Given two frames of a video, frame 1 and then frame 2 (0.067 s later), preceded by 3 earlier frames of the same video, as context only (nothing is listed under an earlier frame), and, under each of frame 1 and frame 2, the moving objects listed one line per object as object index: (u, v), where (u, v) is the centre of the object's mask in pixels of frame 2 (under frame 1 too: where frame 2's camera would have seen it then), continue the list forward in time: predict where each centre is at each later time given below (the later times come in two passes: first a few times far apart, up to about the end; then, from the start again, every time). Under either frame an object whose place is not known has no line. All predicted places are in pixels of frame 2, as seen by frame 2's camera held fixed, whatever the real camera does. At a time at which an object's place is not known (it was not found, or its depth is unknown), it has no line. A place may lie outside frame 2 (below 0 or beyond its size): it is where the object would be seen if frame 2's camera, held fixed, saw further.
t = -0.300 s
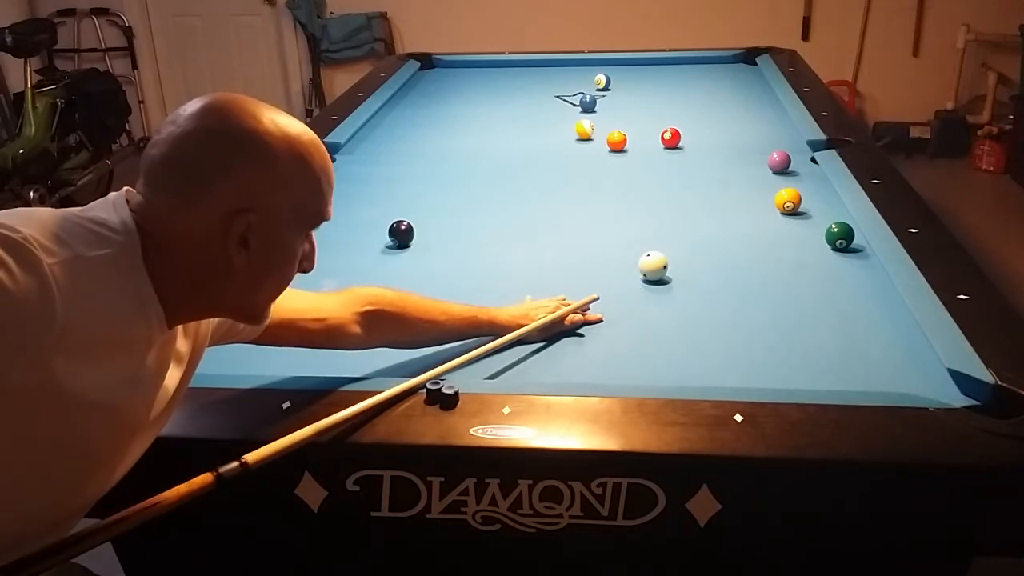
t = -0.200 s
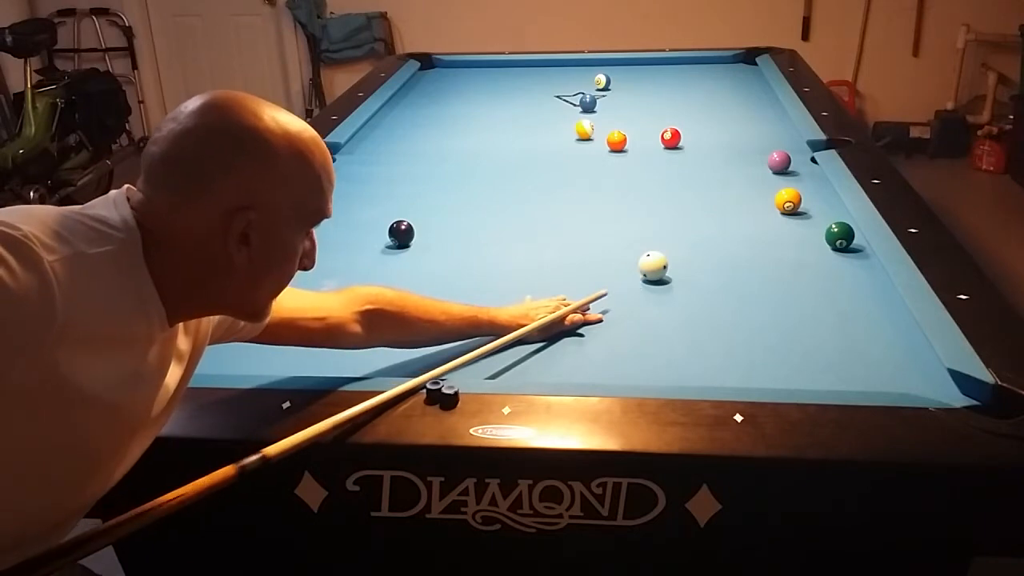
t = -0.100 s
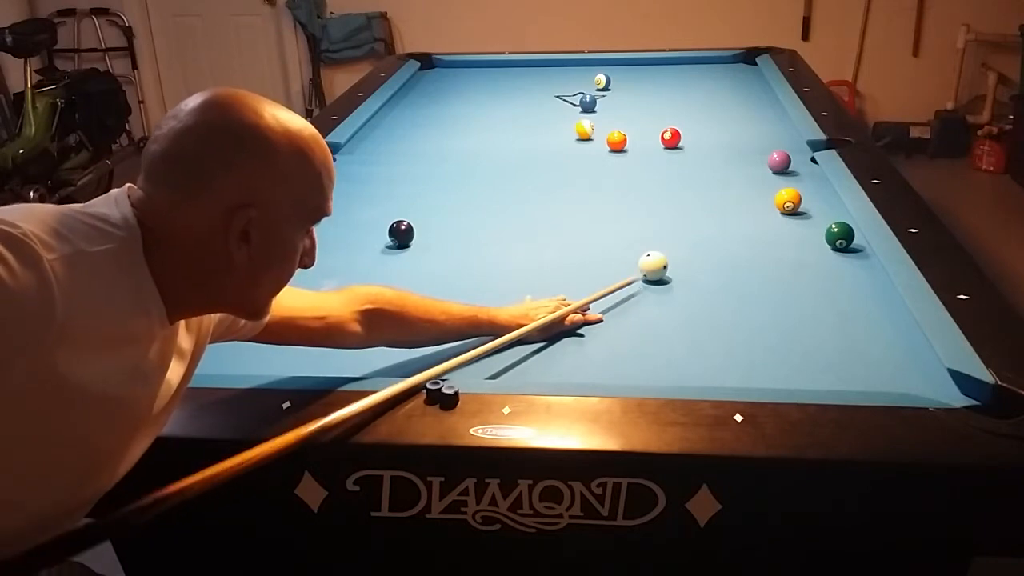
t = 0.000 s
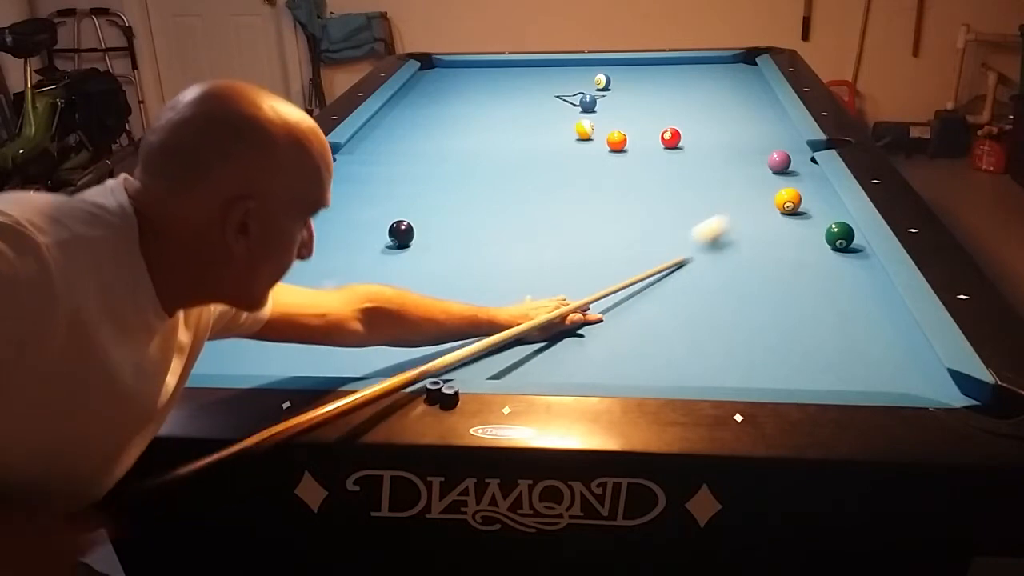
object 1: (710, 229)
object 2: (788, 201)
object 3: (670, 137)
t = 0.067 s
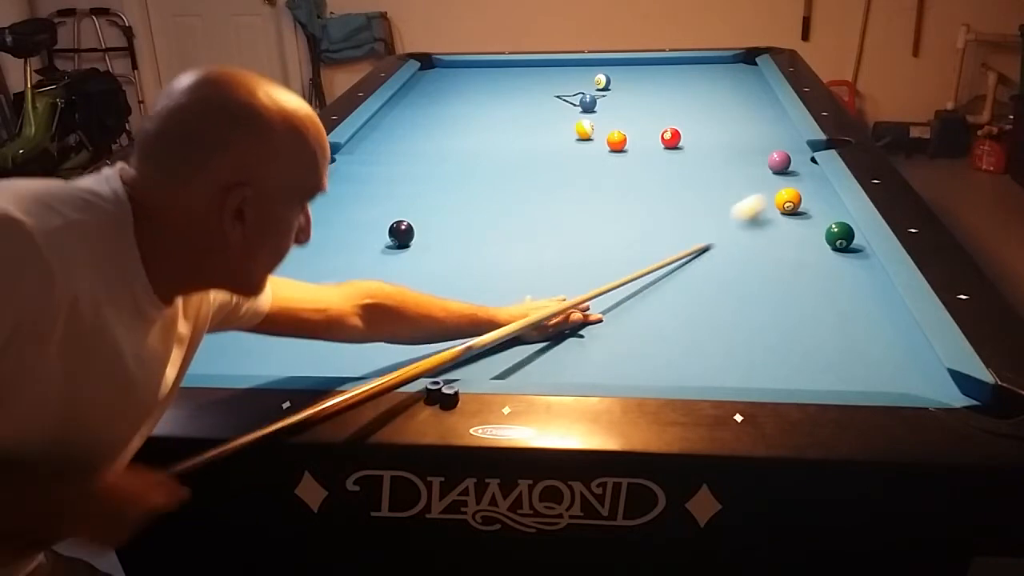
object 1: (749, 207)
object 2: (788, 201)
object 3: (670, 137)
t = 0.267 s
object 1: (731, 174)
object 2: (773, 191)
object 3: (670, 137)
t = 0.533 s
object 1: (699, 144)
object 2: (665, 182)
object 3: (670, 137)
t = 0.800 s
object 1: (687, 121)
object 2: (571, 175)
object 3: (658, 137)
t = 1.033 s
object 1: (683, 104)
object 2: (495, 168)
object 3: (646, 137)
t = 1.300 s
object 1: (678, 87)
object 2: (417, 161)
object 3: (634, 136)
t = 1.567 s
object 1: (674, 73)
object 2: (344, 154)
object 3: (628, 134)
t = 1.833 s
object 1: (670, 61)
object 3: (624, 132)
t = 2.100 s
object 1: (678, 65)
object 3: (621, 130)
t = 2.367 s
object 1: (688, 72)
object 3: (619, 130)
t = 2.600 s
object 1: (697, 79)
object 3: (619, 130)
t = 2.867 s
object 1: (708, 86)
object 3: (619, 130)
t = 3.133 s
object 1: (719, 94)
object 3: (619, 130)
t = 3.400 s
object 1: (730, 102)
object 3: (619, 130)
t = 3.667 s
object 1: (741, 109)
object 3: (619, 130)
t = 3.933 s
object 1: (752, 117)
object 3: (619, 130)
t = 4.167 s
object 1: (763, 124)
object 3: (619, 130)
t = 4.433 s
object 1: (775, 132)
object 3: (619, 130)
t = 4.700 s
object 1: (787, 139)
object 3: (619, 130)
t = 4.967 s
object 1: (798, 147)
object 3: (619, 130)
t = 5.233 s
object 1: (806, 153)
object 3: (619, 130)
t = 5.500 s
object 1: (798, 150)
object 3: (619, 130)
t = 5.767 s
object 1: (791, 146)
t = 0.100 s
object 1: (759, 200)
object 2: (793, 197)
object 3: (670, 137)
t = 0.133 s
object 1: (753, 193)
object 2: (815, 196)
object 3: (670, 137)
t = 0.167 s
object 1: (747, 187)
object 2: (817, 195)
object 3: (670, 137)
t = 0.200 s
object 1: (741, 182)
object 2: (801, 193)
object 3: (670, 137)
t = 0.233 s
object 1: (736, 178)
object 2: (787, 192)
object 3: (670, 137)
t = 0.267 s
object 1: (731, 174)
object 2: (773, 191)
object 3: (670, 137)
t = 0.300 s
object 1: (726, 170)
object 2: (758, 190)
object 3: (670, 137)
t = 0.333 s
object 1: (722, 166)
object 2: (745, 189)
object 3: (670, 137)
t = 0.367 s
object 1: (718, 162)
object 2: (731, 188)
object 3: (670, 137)
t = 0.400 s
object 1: (714, 158)
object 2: (717, 187)
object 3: (670, 137)
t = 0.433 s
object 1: (710, 155)
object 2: (704, 186)
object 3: (670, 137)
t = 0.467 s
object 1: (706, 152)
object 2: (691, 185)
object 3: (670, 137)
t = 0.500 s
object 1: (702, 148)
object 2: (678, 184)
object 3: (670, 137)
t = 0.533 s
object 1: (699, 144)
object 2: (665, 182)
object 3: (670, 137)
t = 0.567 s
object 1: (695, 141)
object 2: (654, 181)
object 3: (670, 137)
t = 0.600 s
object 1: (693, 138)
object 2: (641, 181)
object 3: (670, 137)
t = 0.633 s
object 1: (691, 135)
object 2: (629, 179)
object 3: (668, 137)
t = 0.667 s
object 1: (690, 132)
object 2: (617, 178)
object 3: (666, 137)
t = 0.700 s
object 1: (689, 129)
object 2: (606, 178)
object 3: (664, 137)
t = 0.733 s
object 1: (688, 126)
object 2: (594, 177)
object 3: (662, 137)
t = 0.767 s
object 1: (688, 124)
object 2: (582, 176)
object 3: (660, 137)
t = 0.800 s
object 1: (687, 121)
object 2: (571, 175)
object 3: (658, 137)
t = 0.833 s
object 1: (686, 119)
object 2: (560, 174)
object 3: (656, 137)
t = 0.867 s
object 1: (686, 116)
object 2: (548, 173)
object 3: (654, 137)
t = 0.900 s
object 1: (685, 113)
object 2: (537, 172)
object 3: (653, 137)
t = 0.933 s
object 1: (685, 111)
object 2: (527, 171)
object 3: (651, 137)
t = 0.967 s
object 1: (684, 109)
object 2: (516, 170)
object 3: (649, 137)
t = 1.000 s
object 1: (683, 106)
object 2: (505, 169)
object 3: (647, 137)
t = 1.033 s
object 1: (683, 104)
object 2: (495, 168)
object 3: (646, 137)
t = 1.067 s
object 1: (682, 102)
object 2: (485, 167)
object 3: (644, 137)
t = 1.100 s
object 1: (681, 100)
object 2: (475, 166)
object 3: (643, 137)
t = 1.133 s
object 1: (681, 98)
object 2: (465, 165)
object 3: (641, 137)
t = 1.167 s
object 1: (680, 96)
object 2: (455, 164)
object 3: (639, 137)
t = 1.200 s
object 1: (679, 93)
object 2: (445, 164)
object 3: (638, 136)
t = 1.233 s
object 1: (679, 91)
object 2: (436, 162)
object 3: (636, 136)
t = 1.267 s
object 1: (678, 89)
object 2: (426, 162)
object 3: (635, 136)
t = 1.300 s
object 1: (678, 87)
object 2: (417, 161)
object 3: (634, 136)
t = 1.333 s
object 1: (677, 86)
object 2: (407, 160)
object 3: (633, 136)
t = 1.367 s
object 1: (676, 84)
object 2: (398, 159)
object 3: (632, 136)
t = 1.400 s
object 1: (676, 82)
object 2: (388, 158)
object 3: (631, 136)
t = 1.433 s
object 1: (675, 80)
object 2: (379, 157)
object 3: (631, 136)
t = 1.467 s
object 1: (675, 78)
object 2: (371, 157)
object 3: (630, 135)
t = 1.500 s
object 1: (674, 77)
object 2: (362, 156)
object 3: (629, 135)
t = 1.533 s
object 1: (674, 75)
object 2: (353, 155)
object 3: (629, 134)
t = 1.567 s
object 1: (674, 73)
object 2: (344, 154)
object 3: (628, 134)
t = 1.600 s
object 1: (673, 72)
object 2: (336, 152)
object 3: (628, 134)
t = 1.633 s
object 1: (673, 70)
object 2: (329, 151)
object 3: (627, 134)
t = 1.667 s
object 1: (673, 69)
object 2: (324, 152)
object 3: (626, 134)
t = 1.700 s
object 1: (672, 67)
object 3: (626, 133)
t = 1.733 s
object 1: (672, 65)
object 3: (625, 133)
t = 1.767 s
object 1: (671, 64)
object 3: (625, 133)
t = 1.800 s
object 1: (671, 63)
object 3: (624, 133)
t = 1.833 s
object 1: (670, 61)
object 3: (624, 132)
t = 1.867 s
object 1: (670, 60)
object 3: (623, 132)
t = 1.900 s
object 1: (671, 60)
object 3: (623, 132)
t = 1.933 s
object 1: (672, 61)
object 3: (623, 131)
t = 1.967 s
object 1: (673, 62)
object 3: (622, 131)
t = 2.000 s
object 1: (675, 63)
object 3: (622, 131)
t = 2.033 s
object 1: (676, 64)
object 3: (622, 131)
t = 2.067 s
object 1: (677, 64)
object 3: (621, 131)
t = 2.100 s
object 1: (678, 65)
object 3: (621, 130)
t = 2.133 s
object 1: (679, 66)
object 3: (621, 130)
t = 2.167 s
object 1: (681, 67)
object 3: (620, 130)
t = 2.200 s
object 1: (682, 68)
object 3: (620, 130)
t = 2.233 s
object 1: (683, 69)
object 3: (620, 130)
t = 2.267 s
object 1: (684, 70)
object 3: (620, 130)
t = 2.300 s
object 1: (686, 71)
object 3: (620, 130)
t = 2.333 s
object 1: (687, 71)
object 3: (620, 130)
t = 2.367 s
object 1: (688, 72)
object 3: (619, 130)
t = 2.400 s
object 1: (689, 73)
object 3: (619, 130)
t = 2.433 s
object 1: (691, 74)
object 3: (619, 130)
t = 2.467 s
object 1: (692, 75)
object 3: (619, 130)
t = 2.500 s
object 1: (693, 76)
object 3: (619, 130)
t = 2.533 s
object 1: (695, 77)
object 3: (619, 130)
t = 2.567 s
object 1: (696, 78)
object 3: (619, 130)
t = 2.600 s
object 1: (697, 79)
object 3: (619, 130)
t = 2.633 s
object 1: (698, 80)
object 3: (619, 130)
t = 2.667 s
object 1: (700, 81)
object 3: (619, 130)
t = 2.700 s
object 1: (701, 82)
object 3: (619, 130)
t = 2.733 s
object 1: (702, 82)
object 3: (619, 130)
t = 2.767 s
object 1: (704, 84)
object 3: (619, 130)
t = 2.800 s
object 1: (705, 84)
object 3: (619, 130)
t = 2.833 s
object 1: (706, 85)
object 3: (619, 130)
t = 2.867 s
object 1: (708, 86)
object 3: (619, 130)
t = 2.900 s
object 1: (709, 87)
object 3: (619, 130)
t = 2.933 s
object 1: (710, 88)
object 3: (619, 130)
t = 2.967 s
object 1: (712, 89)
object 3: (619, 130)
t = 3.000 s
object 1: (713, 90)
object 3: (619, 130)
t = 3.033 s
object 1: (714, 91)
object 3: (619, 130)
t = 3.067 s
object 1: (716, 92)
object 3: (619, 130)
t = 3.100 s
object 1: (717, 93)
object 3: (619, 130)
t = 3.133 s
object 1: (719, 94)
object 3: (619, 130)
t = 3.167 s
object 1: (720, 95)
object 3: (619, 130)
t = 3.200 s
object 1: (721, 96)
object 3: (619, 130)
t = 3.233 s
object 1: (723, 97)
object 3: (619, 130)
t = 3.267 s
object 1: (724, 98)
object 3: (619, 130)
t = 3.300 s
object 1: (725, 98)
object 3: (619, 130)
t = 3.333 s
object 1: (727, 100)
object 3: (619, 130)
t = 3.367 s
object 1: (728, 100)
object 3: (619, 130)
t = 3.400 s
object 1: (730, 102)
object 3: (619, 130)
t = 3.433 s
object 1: (731, 103)
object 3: (619, 130)
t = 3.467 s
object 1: (732, 103)
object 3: (619, 130)
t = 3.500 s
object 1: (734, 104)
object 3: (619, 130)
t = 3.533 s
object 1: (735, 105)
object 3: (619, 130)
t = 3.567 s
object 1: (737, 106)
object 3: (619, 130)
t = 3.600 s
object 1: (738, 107)
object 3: (619, 130)
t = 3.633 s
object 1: (739, 108)
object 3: (619, 130)
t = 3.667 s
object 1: (741, 109)
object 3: (619, 130)
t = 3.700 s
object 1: (742, 110)
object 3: (619, 130)
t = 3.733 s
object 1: (744, 111)
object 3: (619, 130)
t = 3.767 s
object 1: (745, 112)
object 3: (619, 130)
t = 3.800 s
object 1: (747, 113)
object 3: (619, 130)
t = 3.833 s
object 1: (748, 114)
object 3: (619, 130)
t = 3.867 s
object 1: (749, 115)
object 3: (619, 130)
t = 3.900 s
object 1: (751, 116)
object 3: (619, 130)
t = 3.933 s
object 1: (752, 117)
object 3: (619, 130)
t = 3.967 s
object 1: (754, 118)
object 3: (619, 130)
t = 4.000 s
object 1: (755, 119)
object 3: (619, 130)
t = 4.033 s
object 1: (757, 120)
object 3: (619, 130)
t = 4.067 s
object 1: (758, 121)
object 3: (619, 130)
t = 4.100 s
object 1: (760, 122)
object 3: (619, 130)
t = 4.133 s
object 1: (761, 123)
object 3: (619, 130)
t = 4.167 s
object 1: (763, 124)
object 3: (619, 130)
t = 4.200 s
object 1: (764, 125)
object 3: (619, 130)
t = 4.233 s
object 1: (766, 126)
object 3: (619, 130)
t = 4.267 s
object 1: (767, 127)
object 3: (619, 130)
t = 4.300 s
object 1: (769, 128)
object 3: (619, 130)
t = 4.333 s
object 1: (770, 129)
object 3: (619, 130)
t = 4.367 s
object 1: (772, 130)
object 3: (619, 130)
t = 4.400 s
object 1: (773, 131)
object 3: (619, 130)
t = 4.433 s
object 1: (775, 132)
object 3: (619, 130)
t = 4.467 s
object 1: (776, 132)
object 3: (619, 130)
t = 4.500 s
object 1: (777, 133)
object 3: (619, 130)
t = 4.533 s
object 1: (779, 134)
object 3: (619, 130)
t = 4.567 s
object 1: (781, 136)
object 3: (619, 130)
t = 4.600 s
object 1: (782, 136)
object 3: (619, 130)
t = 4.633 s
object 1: (783, 137)
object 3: (619, 130)
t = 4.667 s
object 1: (785, 138)
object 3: (619, 130)
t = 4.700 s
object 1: (787, 139)
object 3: (619, 130)
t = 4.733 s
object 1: (788, 140)
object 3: (619, 130)
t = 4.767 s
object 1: (789, 141)
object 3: (619, 130)
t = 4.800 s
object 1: (791, 142)
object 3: (619, 130)
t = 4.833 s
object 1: (792, 143)
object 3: (619, 130)
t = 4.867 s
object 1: (794, 144)
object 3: (619, 130)
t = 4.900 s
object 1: (795, 145)
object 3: (619, 130)
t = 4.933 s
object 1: (796, 146)
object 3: (619, 130)
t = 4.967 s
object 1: (798, 147)
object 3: (619, 130)
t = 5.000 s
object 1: (799, 148)
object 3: (619, 130)
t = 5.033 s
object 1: (800, 149)
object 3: (619, 130)
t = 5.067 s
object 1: (802, 150)
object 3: (619, 130)
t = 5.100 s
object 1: (803, 150)
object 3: (619, 130)
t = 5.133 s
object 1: (805, 151)
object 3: (619, 130)
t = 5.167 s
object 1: (806, 152)
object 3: (619, 130)
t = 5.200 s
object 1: (806, 153)
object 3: (619, 130)
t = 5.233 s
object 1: (806, 153)
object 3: (619, 130)
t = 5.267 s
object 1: (804, 152)
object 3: (619, 130)
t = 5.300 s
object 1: (804, 152)
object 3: (619, 130)
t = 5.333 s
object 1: (803, 152)
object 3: (619, 130)
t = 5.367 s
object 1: (801, 151)
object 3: (619, 130)
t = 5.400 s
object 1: (801, 151)
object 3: (619, 130)
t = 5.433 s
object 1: (800, 151)
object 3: (619, 130)
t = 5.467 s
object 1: (799, 150)
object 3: (619, 130)
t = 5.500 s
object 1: (798, 150)
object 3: (619, 130)
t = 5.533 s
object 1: (797, 149)
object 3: (619, 130)
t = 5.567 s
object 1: (796, 149)
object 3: (619, 130)
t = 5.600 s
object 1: (795, 148)
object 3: (619, 130)
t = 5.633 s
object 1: (794, 148)
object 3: (619, 130)
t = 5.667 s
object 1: (794, 147)
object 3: (619, 130)
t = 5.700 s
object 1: (793, 147)
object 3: (619, 130)
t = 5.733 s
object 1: (792, 147)
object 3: (619, 130)
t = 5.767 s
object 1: (791, 146)
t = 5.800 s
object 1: (790, 146)
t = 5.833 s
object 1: (789, 146)
